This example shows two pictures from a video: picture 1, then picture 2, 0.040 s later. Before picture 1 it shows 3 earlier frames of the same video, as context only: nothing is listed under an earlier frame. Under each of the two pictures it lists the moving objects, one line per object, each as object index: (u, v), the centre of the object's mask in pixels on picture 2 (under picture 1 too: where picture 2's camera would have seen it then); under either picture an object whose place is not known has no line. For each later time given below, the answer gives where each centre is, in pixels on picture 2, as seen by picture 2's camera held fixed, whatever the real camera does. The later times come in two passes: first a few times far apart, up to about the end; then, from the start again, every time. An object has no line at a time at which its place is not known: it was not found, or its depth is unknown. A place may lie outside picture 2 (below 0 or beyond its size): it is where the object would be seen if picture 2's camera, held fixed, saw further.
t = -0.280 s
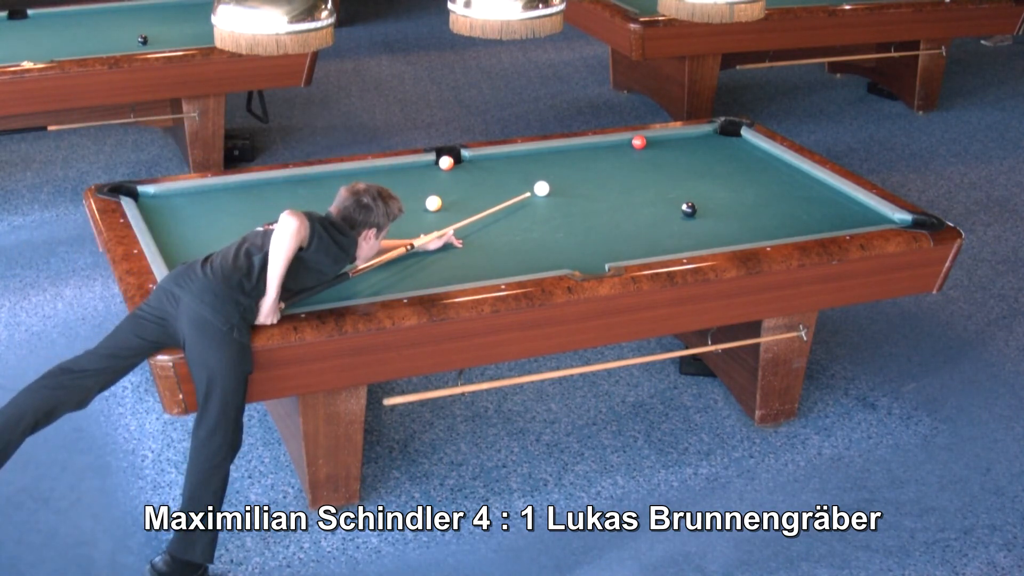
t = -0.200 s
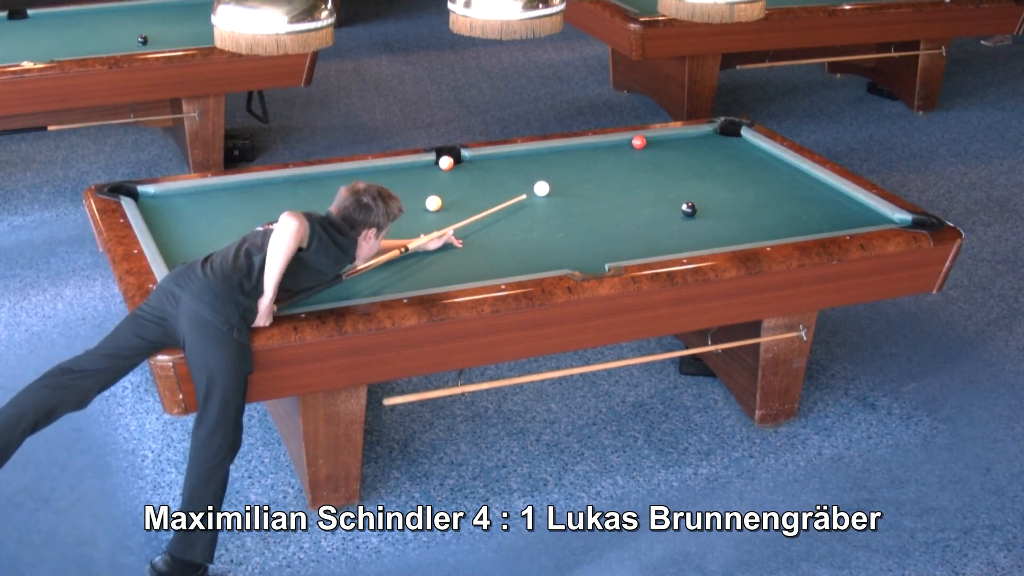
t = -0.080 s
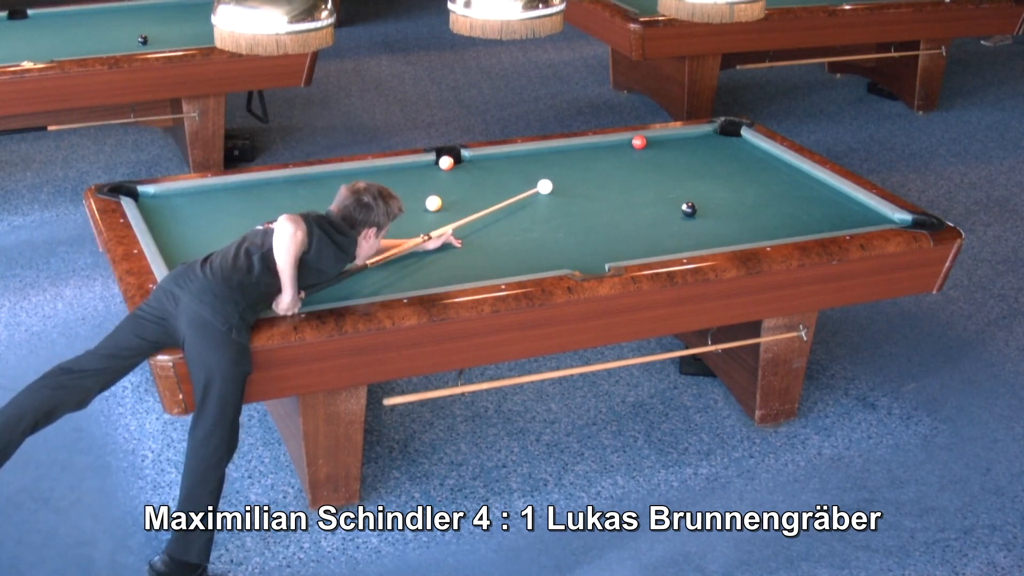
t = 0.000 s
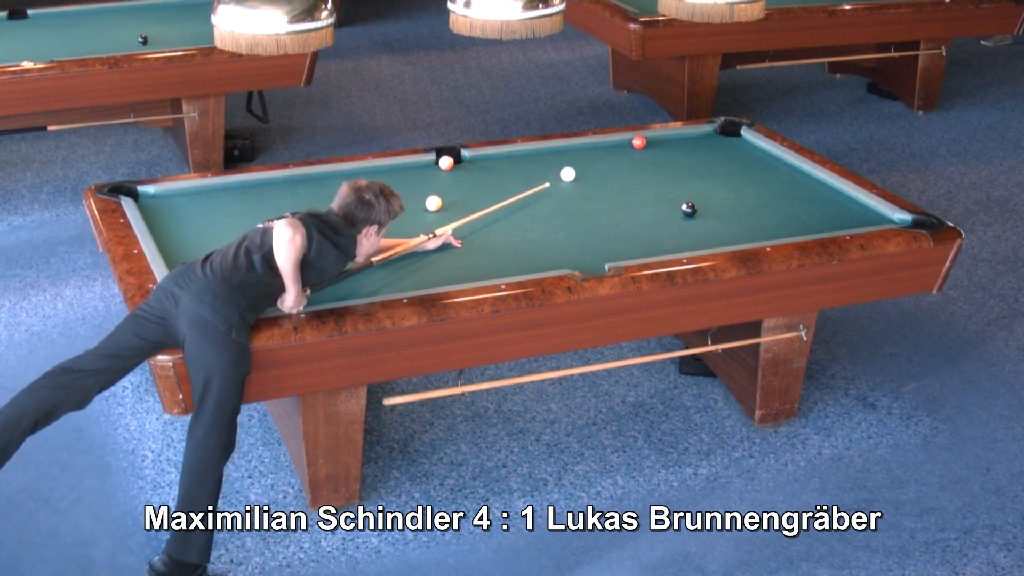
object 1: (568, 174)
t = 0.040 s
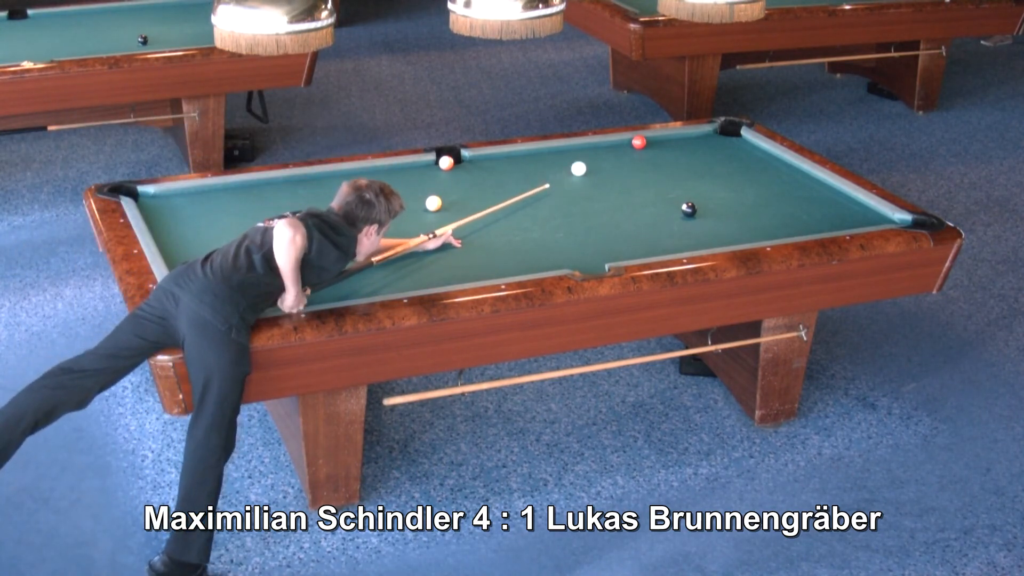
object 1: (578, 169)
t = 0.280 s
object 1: (628, 143)
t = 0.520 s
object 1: (682, 149)
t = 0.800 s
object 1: (746, 155)
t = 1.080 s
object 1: (778, 165)
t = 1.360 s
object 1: (776, 179)
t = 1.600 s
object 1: (774, 192)
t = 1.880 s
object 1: (772, 206)
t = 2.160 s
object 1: (769, 221)
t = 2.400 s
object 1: (767, 234)
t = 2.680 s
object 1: (749, 238)
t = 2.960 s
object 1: (722, 235)
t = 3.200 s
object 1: (700, 233)
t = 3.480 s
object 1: (676, 230)
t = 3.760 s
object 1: (654, 227)
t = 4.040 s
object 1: (635, 225)
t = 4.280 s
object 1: (620, 223)
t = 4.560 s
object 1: (604, 221)
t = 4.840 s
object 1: (591, 220)
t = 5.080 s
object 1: (581, 218)
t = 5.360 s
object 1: (572, 217)
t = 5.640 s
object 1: (564, 217)
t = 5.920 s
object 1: (558, 216)
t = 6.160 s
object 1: (555, 216)
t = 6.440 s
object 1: (553, 215)
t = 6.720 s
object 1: (552, 216)
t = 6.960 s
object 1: (552, 215)
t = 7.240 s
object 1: (552, 215)
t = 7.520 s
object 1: (552, 215)
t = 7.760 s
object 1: (552, 215)
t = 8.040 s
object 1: (552, 216)
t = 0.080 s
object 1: (589, 163)
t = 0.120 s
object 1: (599, 158)
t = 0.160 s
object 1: (609, 153)
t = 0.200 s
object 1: (618, 147)
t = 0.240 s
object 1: (625, 143)
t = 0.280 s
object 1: (628, 143)
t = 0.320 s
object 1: (637, 144)
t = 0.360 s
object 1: (645, 145)
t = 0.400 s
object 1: (654, 146)
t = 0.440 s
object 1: (664, 147)
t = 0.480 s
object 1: (673, 148)
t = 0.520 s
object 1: (682, 149)
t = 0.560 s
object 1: (691, 150)
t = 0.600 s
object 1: (701, 151)
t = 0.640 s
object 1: (710, 152)
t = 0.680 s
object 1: (719, 153)
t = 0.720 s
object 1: (728, 153)
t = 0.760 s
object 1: (737, 154)
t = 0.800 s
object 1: (746, 155)
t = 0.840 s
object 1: (755, 156)
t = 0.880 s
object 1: (764, 157)
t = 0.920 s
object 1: (773, 158)
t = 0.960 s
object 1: (779, 159)
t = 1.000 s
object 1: (778, 161)
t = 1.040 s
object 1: (778, 163)
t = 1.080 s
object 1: (778, 165)
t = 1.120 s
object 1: (777, 167)
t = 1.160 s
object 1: (777, 169)
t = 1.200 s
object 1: (777, 171)
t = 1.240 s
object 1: (776, 173)
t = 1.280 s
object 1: (776, 175)
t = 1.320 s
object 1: (776, 177)
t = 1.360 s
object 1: (776, 179)
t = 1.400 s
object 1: (775, 181)
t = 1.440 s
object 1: (775, 183)
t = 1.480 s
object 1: (775, 186)
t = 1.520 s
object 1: (774, 188)
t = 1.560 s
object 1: (774, 190)
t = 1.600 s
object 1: (774, 192)
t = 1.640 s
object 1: (773, 194)
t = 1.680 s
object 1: (773, 196)
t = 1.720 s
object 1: (773, 198)
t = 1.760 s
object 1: (772, 200)
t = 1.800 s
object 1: (772, 202)
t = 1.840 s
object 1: (772, 204)
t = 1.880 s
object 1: (772, 206)
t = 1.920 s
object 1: (771, 209)
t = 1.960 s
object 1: (771, 211)
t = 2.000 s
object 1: (771, 213)
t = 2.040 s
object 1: (770, 215)
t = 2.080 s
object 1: (770, 217)
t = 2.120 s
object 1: (770, 219)
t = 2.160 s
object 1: (769, 221)
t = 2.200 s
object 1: (769, 223)
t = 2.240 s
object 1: (769, 225)
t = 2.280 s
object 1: (768, 228)
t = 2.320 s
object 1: (768, 230)
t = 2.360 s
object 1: (768, 232)
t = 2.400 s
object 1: (767, 234)
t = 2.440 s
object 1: (767, 235)
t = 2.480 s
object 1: (766, 237)
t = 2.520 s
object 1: (766, 238)
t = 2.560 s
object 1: (762, 238)
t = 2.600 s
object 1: (758, 238)
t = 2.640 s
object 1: (753, 238)
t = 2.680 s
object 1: (749, 238)
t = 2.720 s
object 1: (745, 237)
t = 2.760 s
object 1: (741, 237)
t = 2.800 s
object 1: (737, 237)
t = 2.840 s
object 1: (733, 236)
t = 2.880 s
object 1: (729, 236)
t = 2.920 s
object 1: (726, 236)
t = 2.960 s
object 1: (722, 235)
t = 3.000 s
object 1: (718, 235)
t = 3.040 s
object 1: (714, 234)
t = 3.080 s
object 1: (710, 234)
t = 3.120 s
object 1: (707, 233)
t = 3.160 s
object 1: (703, 233)
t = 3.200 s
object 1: (700, 233)
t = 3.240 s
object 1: (696, 232)
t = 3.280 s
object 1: (693, 232)
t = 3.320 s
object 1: (689, 231)
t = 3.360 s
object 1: (686, 231)
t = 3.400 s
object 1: (682, 231)
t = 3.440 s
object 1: (679, 230)
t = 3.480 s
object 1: (676, 230)
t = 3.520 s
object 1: (673, 229)
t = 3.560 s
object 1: (670, 229)
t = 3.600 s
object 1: (666, 228)
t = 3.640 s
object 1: (663, 228)
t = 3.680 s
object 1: (660, 228)
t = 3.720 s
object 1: (657, 227)
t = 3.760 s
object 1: (654, 227)
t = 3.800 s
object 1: (651, 227)
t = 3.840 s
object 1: (649, 226)
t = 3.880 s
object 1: (646, 226)
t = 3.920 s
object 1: (643, 225)
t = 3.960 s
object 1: (640, 225)
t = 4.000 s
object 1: (637, 225)
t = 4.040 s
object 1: (635, 225)
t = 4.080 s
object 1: (632, 224)
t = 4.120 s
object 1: (630, 224)
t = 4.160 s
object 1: (627, 224)
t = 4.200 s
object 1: (625, 223)
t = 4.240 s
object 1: (622, 223)
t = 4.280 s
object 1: (620, 223)
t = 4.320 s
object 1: (617, 222)
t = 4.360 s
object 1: (615, 222)
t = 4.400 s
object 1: (613, 222)
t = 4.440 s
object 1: (611, 222)
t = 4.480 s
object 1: (608, 222)
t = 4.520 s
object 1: (606, 221)
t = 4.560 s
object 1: (604, 221)
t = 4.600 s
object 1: (602, 221)
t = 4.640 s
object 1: (600, 221)
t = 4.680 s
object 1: (598, 220)
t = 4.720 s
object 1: (597, 220)
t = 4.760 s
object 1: (595, 220)
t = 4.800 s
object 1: (593, 220)
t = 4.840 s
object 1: (591, 220)
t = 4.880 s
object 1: (589, 219)
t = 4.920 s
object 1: (588, 219)
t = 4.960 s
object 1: (586, 219)
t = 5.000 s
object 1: (584, 219)
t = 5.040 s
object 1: (583, 219)
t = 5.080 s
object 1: (581, 218)
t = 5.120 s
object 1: (580, 218)
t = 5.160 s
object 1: (578, 218)
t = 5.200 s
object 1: (577, 218)
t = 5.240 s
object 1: (576, 218)
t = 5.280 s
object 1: (574, 218)
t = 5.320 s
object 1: (573, 218)
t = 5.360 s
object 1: (572, 217)
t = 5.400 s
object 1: (571, 217)
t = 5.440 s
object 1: (569, 217)
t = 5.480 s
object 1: (568, 217)
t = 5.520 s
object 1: (567, 217)
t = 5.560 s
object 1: (566, 217)
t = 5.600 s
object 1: (565, 217)
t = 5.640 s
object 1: (564, 217)
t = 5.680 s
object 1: (563, 216)
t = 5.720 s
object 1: (562, 216)
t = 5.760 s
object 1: (561, 216)
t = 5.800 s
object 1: (560, 216)
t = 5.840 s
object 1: (560, 216)
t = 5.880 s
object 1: (559, 216)
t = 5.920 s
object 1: (558, 216)
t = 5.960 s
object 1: (557, 216)
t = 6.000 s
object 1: (557, 216)
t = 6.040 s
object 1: (556, 216)
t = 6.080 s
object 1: (556, 216)
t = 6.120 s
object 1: (555, 216)
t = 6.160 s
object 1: (555, 216)
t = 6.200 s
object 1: (554, 216)
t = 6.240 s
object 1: (554, 216)
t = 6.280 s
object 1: (554, 216)
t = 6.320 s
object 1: (553, 216)
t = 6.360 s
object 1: (553, 216)
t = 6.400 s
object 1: (553, 216)
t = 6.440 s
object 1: (553, 215)
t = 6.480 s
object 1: (553, 216)
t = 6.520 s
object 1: (552, 215)
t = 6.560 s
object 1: (552, 215)
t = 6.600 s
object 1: (552, 215)
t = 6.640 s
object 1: (552, 216)
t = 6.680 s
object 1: (552, 215)
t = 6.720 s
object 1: (552, 216)
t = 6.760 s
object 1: (552, 215)
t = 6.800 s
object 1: (552, 216)
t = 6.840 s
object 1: (552, 216)
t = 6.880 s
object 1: (552, 216)
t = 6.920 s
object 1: (552, 215)
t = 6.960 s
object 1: (552, 215)
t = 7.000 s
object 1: (552, 215)
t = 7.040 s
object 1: (552, 215)
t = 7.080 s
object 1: (552, 215)
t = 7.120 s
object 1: (552, 215)
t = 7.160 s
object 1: (552, 215)
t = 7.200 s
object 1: (552, 215)
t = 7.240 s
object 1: (552, 215)
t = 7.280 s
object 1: (552, 215)
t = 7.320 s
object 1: (552, 215)
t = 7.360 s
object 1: (552, 215)
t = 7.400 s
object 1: (552, 215)
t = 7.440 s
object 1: (552, 215)
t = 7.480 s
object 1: (552, 216)
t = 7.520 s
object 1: (552, 215)
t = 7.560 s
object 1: (552, 215)
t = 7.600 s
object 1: (552, 216)
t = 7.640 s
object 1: (552, 216)
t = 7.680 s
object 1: (552, 215)
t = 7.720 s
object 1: (552, 216)
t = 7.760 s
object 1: (552, 215)
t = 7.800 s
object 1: (552, 215)
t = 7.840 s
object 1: (552, 215)
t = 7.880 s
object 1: (552, 215)
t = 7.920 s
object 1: (552, 216)
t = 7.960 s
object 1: (552, 216)
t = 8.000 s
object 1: (552, 215)
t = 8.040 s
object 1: (552, 216)
